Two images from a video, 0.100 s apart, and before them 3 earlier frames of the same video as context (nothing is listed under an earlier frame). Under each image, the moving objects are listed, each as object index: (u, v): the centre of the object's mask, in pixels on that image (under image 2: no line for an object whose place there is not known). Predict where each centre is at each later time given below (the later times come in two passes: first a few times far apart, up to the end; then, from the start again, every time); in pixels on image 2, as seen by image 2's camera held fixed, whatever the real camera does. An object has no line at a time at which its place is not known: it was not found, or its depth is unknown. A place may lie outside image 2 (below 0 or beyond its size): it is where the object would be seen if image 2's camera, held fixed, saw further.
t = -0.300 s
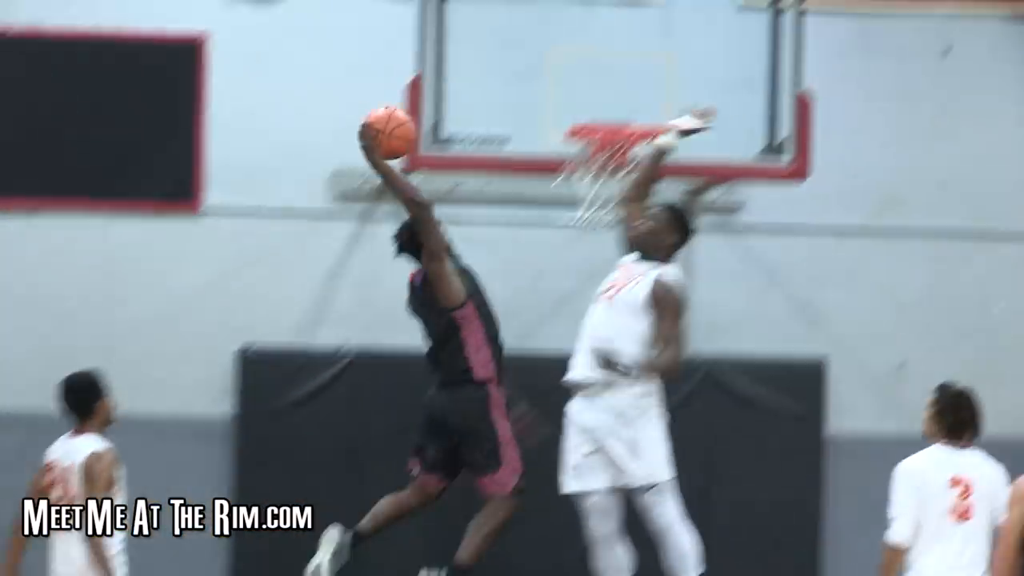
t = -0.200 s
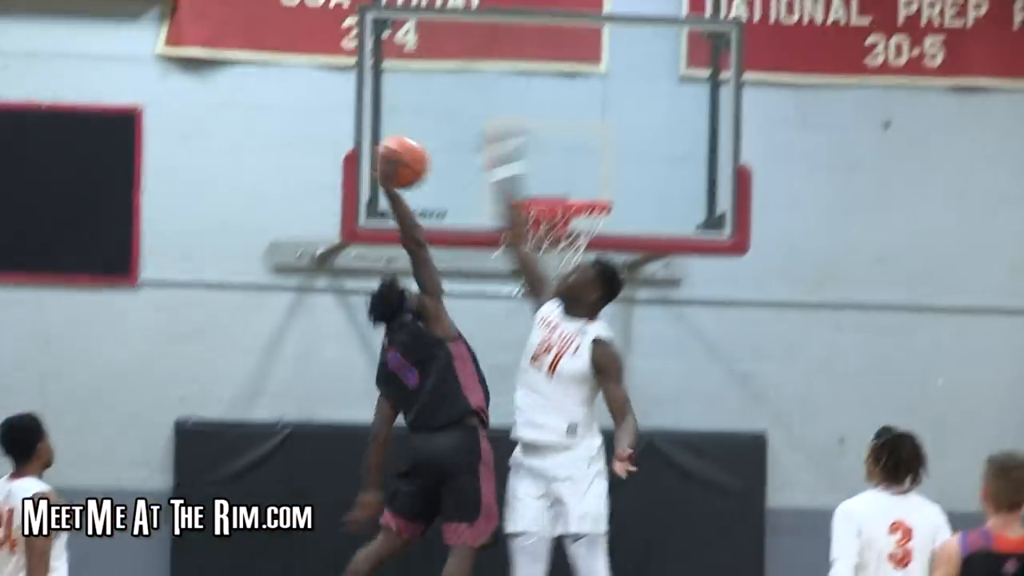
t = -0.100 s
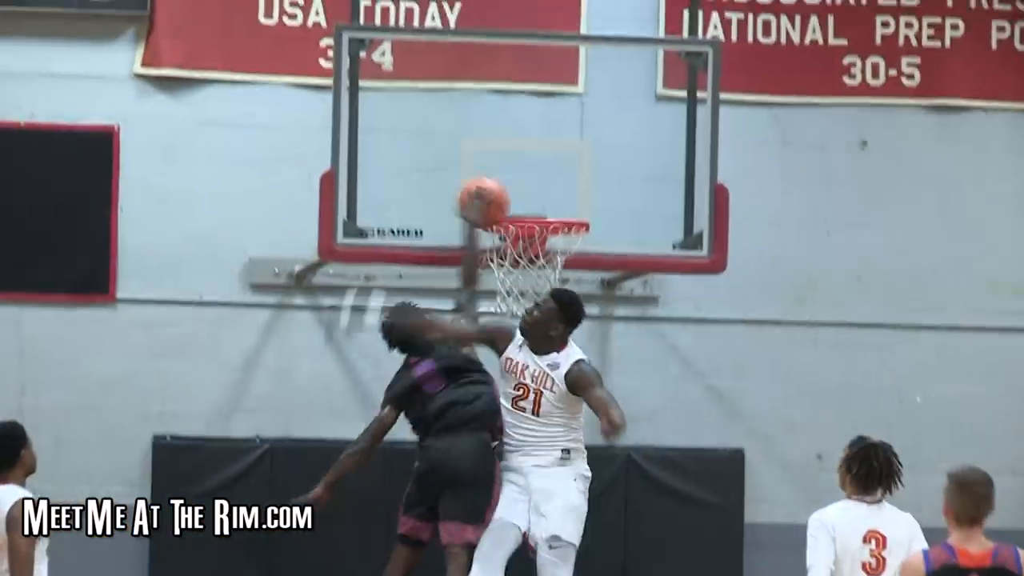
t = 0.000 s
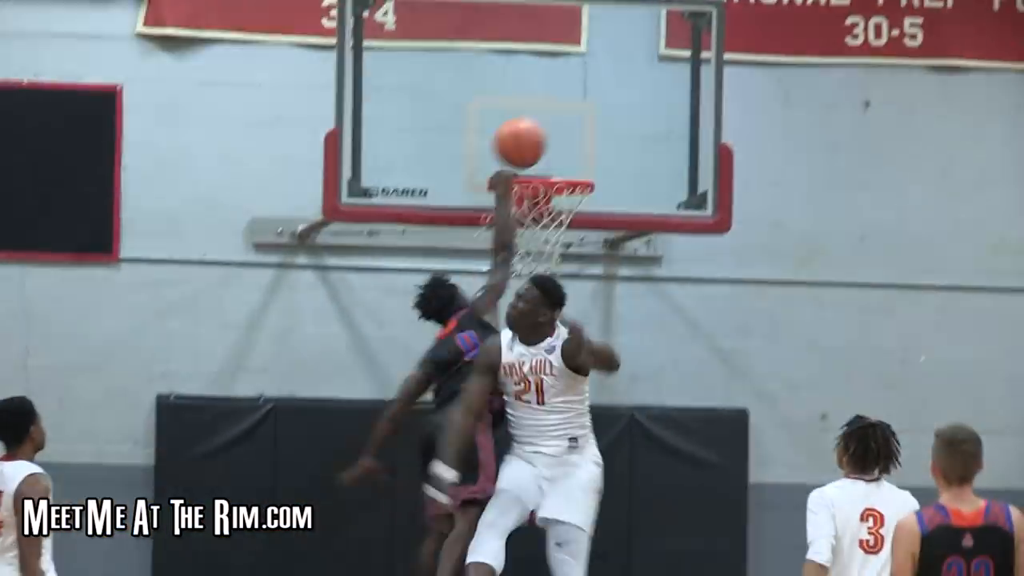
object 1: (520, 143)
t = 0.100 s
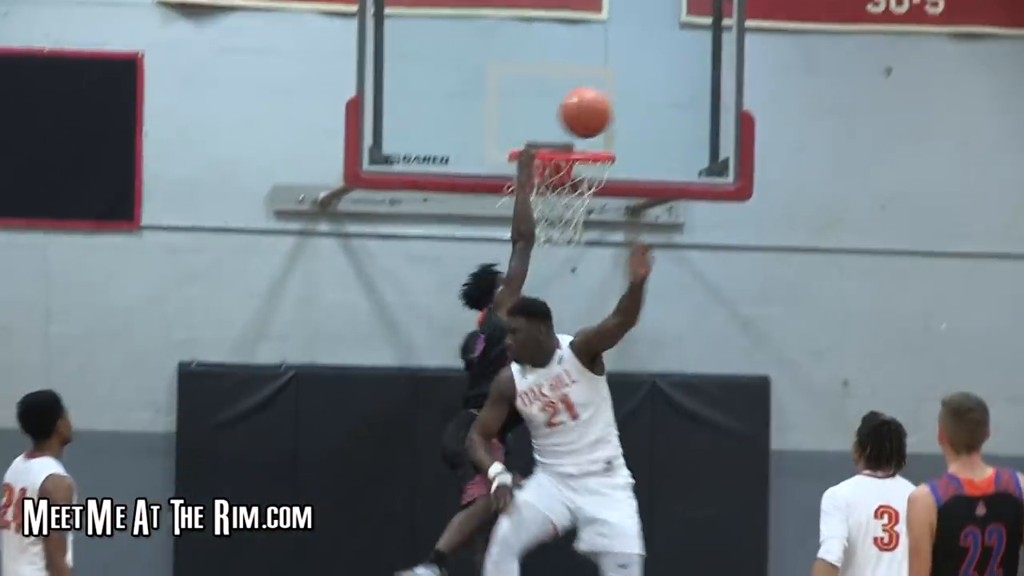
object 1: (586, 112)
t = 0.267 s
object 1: (641, 111)
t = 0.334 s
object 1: (664, 113)
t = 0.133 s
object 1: (597, 123)
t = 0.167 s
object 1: (609, 123)
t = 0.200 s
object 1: (619, 118)
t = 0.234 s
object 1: (631, 113)
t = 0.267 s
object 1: (641, 111)
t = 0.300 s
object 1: (653, 111)
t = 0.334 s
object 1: (664, 113)
